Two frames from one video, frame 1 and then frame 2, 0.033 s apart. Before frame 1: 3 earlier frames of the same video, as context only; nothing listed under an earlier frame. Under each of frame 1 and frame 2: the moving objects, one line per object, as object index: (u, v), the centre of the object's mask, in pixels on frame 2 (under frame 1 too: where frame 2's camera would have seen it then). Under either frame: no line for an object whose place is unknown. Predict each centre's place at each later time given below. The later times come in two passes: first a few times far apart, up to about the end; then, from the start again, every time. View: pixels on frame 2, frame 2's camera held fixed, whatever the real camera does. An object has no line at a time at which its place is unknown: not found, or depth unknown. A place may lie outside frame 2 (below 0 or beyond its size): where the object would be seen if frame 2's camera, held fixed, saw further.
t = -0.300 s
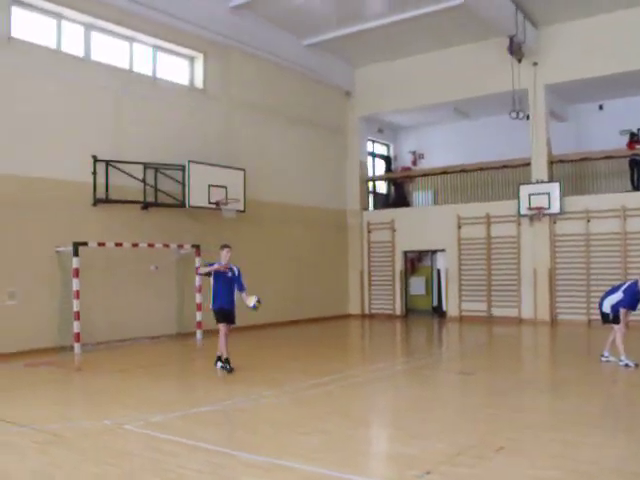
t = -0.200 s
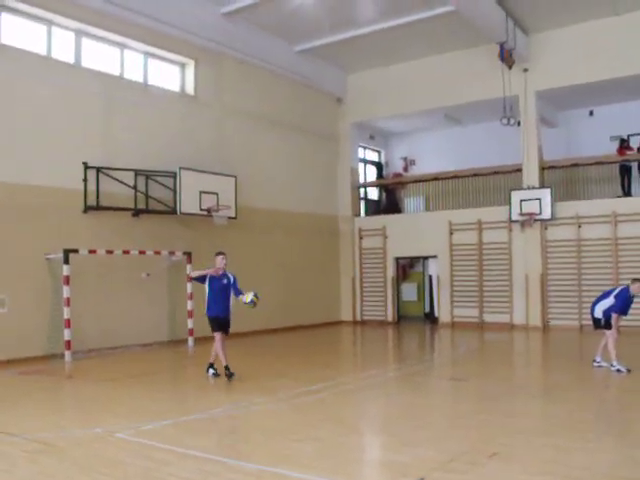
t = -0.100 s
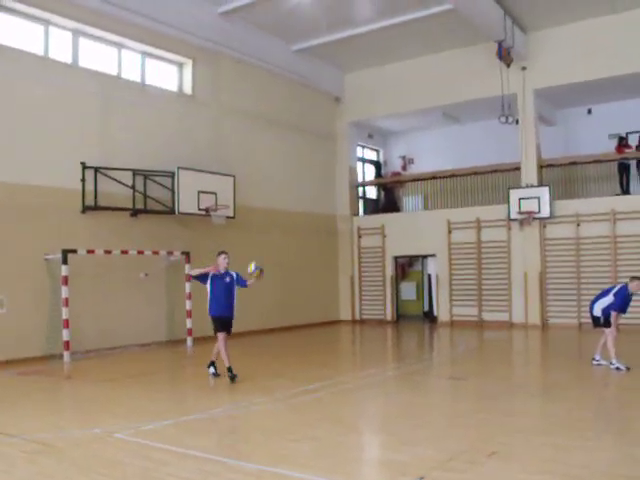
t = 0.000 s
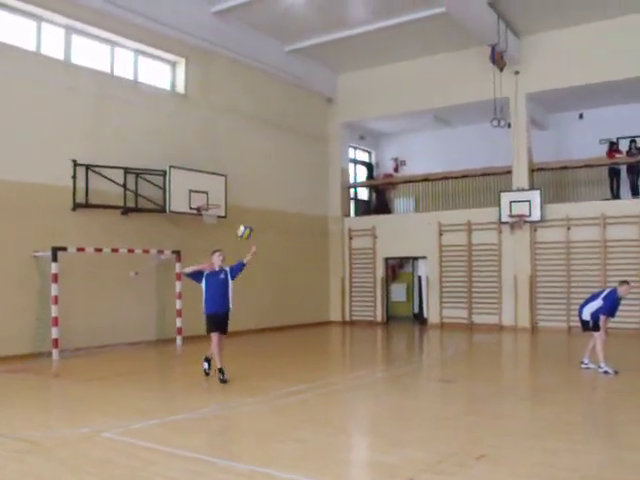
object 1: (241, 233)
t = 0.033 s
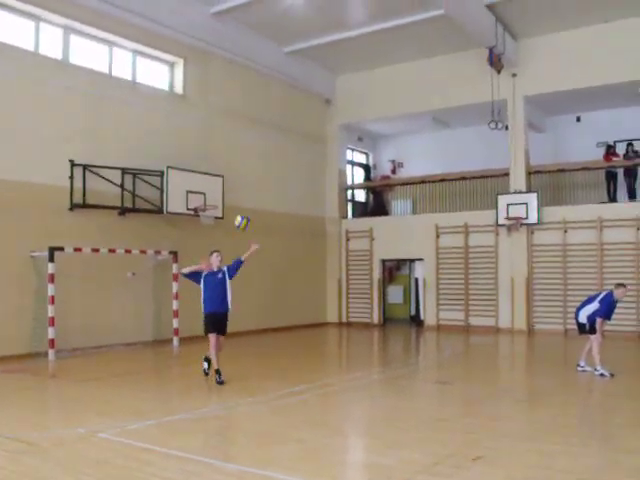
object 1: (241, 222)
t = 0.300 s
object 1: (239, 166)
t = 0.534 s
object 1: (238, 161)
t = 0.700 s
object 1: (237, 182)
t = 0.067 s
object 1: (241, 212)
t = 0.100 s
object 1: (241, 202)
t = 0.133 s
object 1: (241, 194)
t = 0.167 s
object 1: (240, 187)
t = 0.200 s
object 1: (240, 180)
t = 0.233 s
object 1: (240, 174)
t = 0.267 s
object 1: (240, 169)
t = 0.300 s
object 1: (239, 166)
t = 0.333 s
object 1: (239, 162)
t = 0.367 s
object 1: (239, 158)
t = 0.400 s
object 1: (238, 157)
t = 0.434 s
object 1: (238, 157)
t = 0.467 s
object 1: (238, 157)
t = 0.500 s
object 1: (238, 158)
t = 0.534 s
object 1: (238, 161)
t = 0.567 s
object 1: (238, 163)
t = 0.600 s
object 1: (238, 167)
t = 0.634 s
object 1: (238, 171)
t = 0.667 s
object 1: (237, 176)
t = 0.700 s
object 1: (237, 182)
